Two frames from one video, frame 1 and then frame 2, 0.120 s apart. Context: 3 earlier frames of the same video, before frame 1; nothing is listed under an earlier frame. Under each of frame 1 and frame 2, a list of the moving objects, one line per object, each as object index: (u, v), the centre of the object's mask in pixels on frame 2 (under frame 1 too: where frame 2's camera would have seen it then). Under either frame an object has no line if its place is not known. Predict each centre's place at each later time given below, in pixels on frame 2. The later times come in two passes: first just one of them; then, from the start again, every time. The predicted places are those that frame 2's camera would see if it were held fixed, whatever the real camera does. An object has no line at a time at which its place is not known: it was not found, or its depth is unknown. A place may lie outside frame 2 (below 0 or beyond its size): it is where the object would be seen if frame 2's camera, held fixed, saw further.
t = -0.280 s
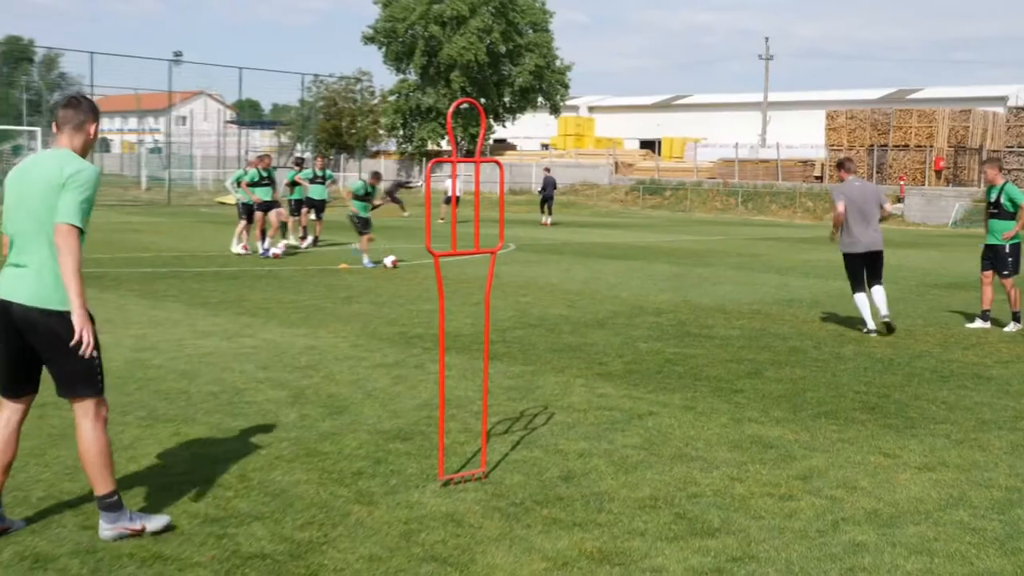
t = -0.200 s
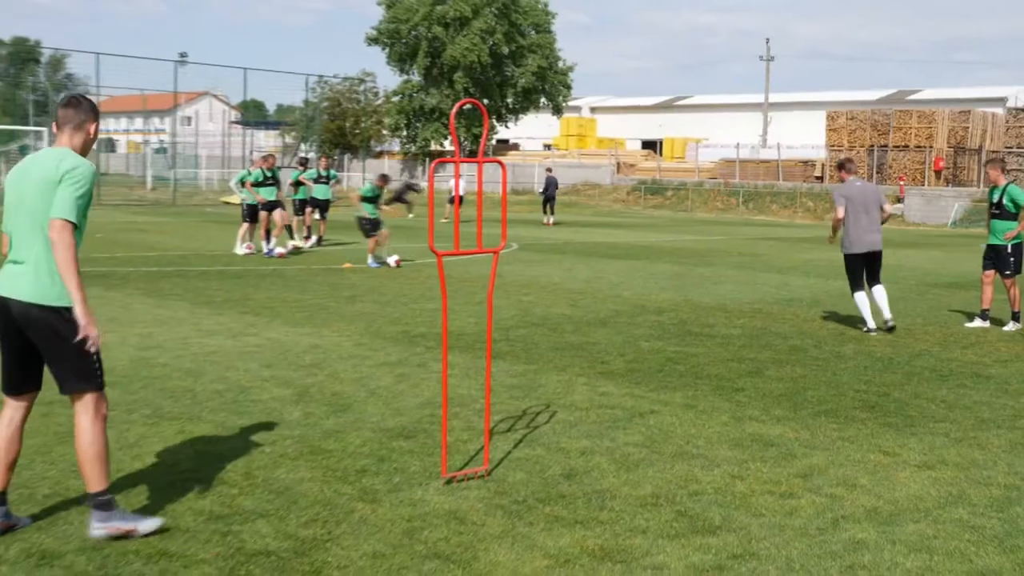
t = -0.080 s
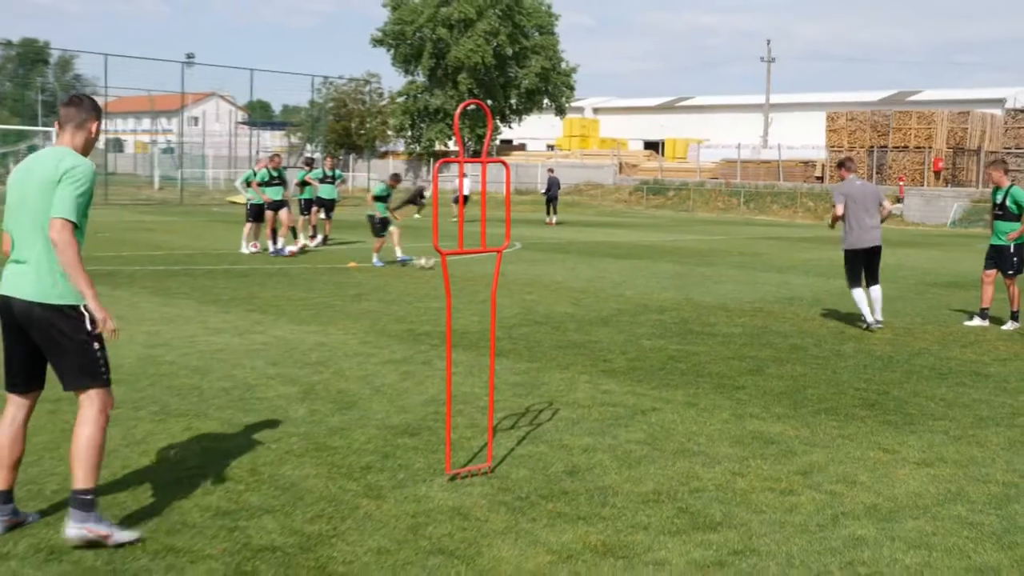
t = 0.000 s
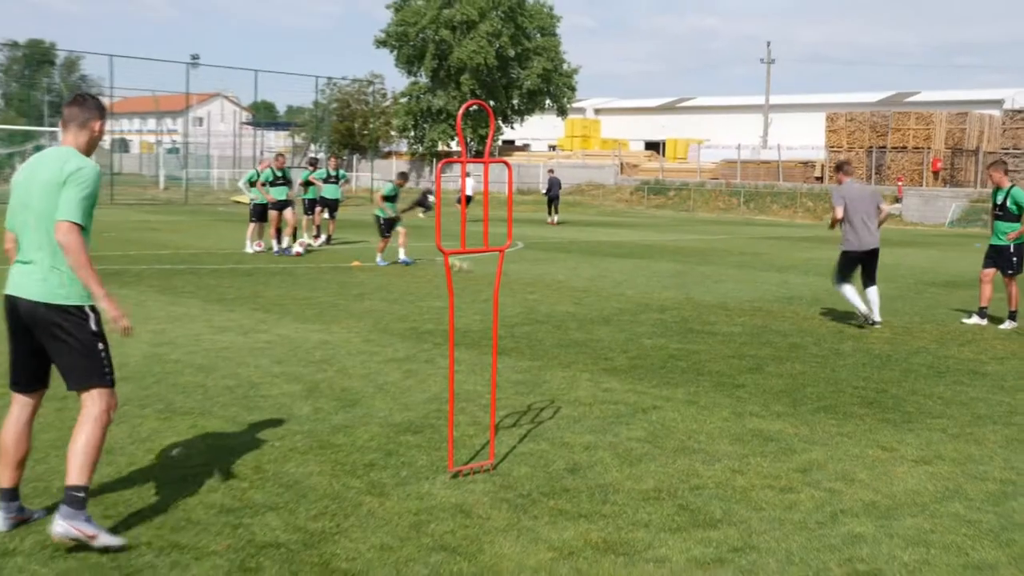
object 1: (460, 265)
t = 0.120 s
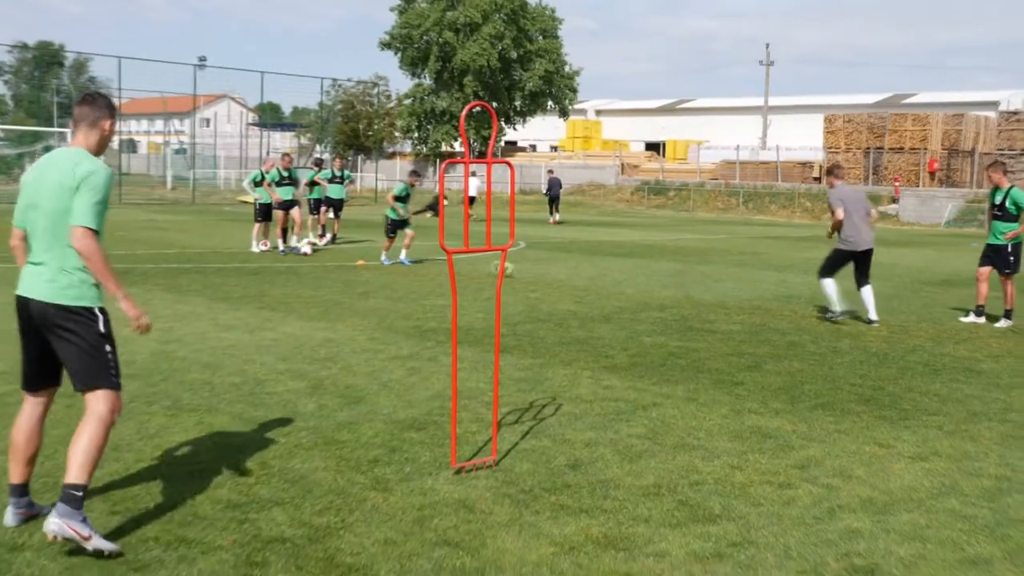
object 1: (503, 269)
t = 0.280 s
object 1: (562, 276)
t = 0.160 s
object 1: (516, 271)
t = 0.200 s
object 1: (531, 272)
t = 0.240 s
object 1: (547, 274)
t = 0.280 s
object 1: (562, 276)
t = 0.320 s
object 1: (577, 277)
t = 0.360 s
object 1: (590, 278)
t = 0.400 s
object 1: (605, 279)
